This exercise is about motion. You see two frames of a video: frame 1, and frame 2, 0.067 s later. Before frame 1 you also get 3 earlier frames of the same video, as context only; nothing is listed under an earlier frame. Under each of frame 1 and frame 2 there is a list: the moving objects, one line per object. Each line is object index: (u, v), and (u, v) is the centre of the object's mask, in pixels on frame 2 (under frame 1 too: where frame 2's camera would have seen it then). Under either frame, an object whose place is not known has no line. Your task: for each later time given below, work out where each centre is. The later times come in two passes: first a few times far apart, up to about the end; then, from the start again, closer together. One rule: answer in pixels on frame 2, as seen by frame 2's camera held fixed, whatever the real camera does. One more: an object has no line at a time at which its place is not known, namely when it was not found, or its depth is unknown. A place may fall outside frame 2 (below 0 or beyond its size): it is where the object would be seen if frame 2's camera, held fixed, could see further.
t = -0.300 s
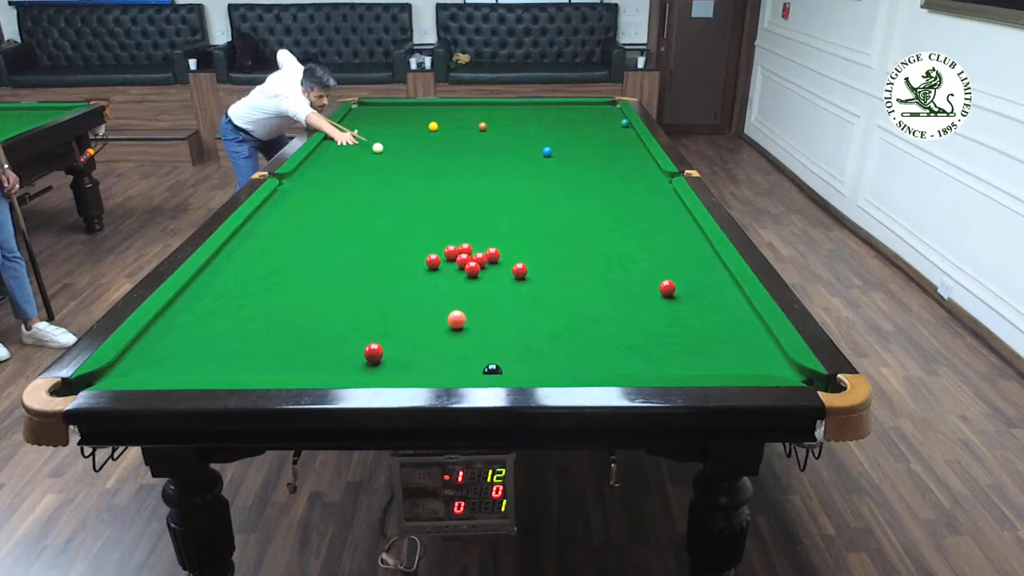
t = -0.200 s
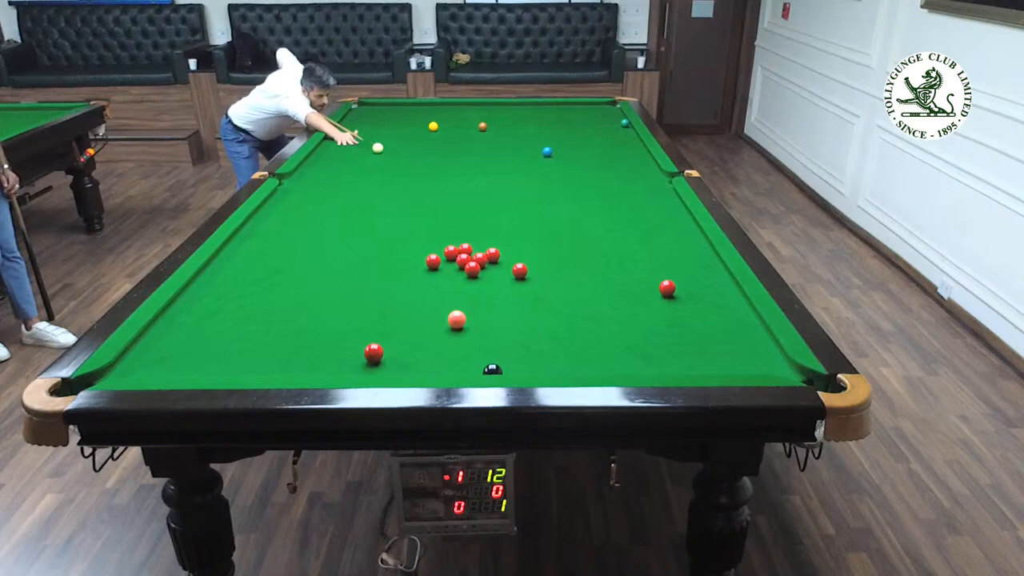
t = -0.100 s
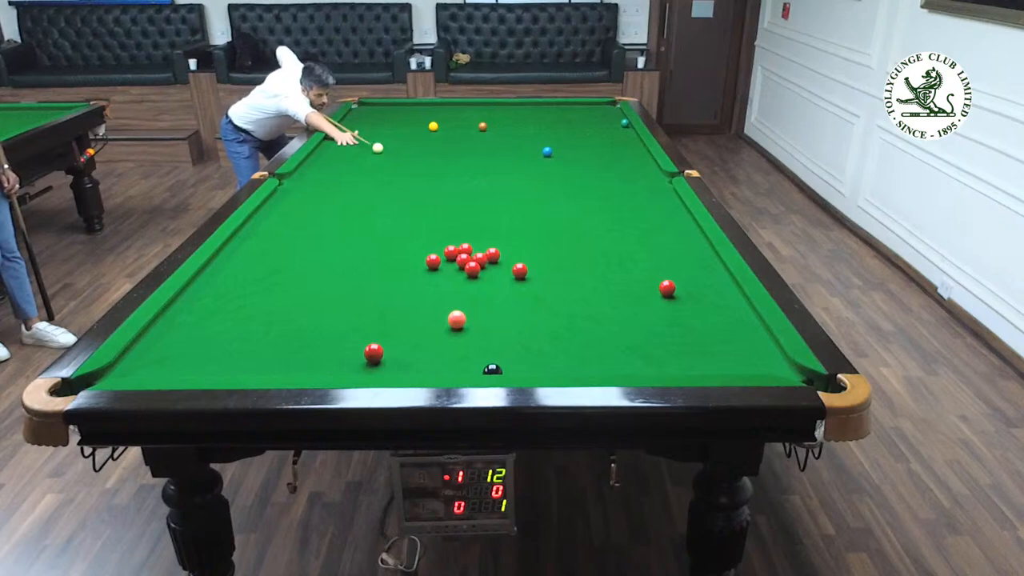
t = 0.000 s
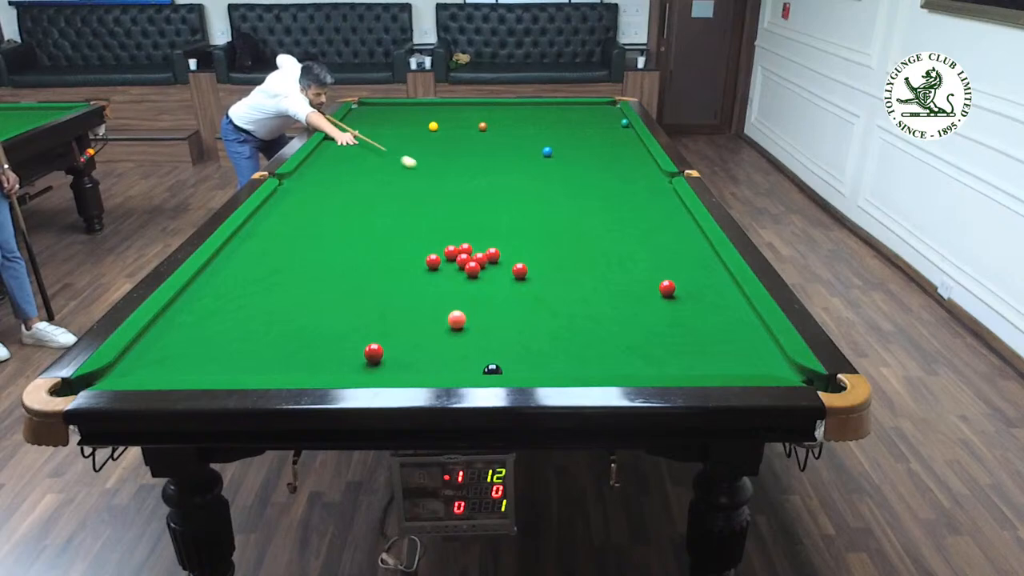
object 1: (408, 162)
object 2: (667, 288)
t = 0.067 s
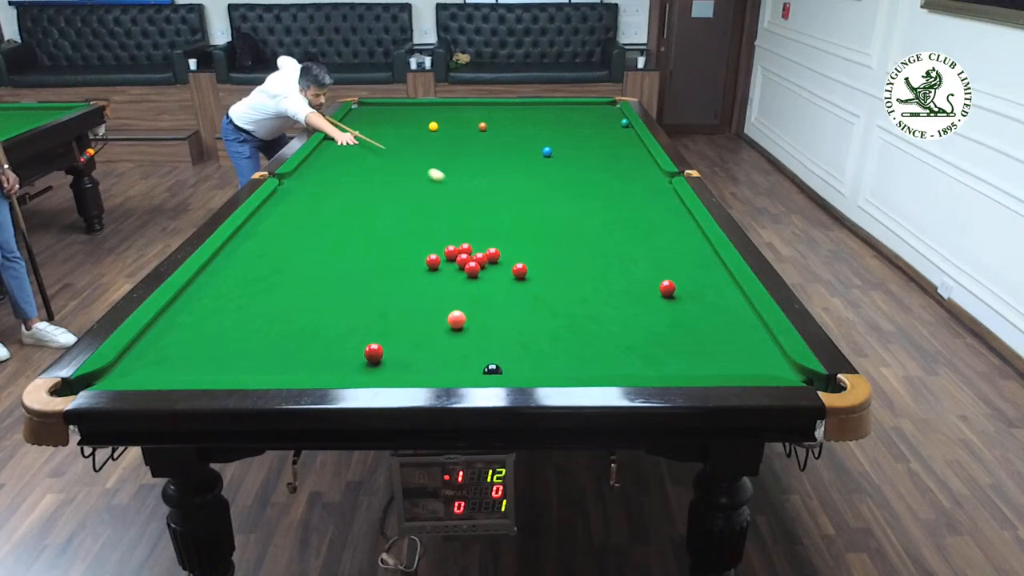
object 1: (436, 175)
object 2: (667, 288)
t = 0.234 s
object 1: (515, 212)
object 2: (667, 288)
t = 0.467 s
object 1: (656, 278)
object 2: (667, 288)
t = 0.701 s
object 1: (721, 284)
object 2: (797, 371)
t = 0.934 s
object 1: (699, 297)
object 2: (781, 371)
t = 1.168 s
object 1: (663, 312)
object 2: (768, 364)
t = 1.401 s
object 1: (624, 327)
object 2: (759, 356)
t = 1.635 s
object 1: (584, 342)
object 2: (750, 349)
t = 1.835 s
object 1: (549, 356)
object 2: (744, 344)
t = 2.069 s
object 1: (512, 367)
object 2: (738, 339)
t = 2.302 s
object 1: (506, 368)
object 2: (734, 335)
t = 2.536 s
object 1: (501, 366)
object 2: (730, 332)
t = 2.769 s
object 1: (497, 364)
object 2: (728, 330)
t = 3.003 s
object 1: (494, 363)
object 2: (726, 329)
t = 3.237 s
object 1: (492, 361)
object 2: (725, 328)
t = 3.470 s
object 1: (491, 361)
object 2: (725, 328)
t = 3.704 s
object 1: (491, 361)
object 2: (725, 328)
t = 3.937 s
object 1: (491, 360)
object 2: (725, 328)
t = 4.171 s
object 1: (491, 361)
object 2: (725, 328)
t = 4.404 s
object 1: (491, 361)
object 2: (725, 328)
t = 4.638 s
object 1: (491, 361)
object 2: (725, 328)
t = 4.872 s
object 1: (491, 361)
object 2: (725, 328)
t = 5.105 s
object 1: (491, 361)
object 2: (725, 328)
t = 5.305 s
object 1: (491, 361)
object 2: (725, 328)
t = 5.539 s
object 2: (725, 328)
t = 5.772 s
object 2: (725, 328)
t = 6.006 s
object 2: (725, 328)
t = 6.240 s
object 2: (725, 328)
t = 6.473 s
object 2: (725, 328)
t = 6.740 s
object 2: (725, 329)
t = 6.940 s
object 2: (725, 328)
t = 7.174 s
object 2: (725, 329)
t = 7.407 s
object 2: (725, 329)
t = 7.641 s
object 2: (725, 329)
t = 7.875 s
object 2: (725, 329)
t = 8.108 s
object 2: (725, 329)
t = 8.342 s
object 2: (725, 329)
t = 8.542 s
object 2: (725, 329)
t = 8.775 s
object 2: (725, 329)
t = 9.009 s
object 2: (725, 329)
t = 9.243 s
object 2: (725, 328)
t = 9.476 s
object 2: (725, 328)
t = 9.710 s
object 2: (725, 328)
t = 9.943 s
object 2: (725, 328)
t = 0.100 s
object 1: (450, 182)
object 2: (667, 288)
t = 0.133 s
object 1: (465, 189)
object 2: (667, 288)
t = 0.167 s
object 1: (481, 196)
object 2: (667, 288)
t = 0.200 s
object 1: (498, 204)
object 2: (667, 288)
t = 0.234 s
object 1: (515, 212)
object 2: (667, 288)
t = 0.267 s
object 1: (533, 221)
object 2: (667, 288)
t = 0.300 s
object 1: (552, 230)
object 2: (667, 288)
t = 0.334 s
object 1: (572, 239)
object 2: (667, 288)
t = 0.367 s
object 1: (592, 249)
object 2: (667, 288)
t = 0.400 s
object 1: (613, 259)
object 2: (667, 288)
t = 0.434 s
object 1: (635, 269)
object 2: (667, 288)
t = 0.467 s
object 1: (656, 278)
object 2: (667, 288)
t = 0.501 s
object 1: (667, 281)
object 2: (682, 299)
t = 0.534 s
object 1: (675, 281)
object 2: (699, 312)
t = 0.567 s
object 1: (684, 281)
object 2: (717, 326)
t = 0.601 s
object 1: (693, 281)
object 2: (736, 340)
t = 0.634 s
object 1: (702, 282)
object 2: (755, 355)
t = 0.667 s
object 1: (711, 283)
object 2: (776, 368)
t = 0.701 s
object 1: (721, 284)
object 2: (797, 371)
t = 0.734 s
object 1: (731, 286)
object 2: (796, 373)
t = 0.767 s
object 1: (726, 287)
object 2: (794, 372)
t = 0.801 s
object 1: (719, 289)
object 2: (795, 371)
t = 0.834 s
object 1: (714, 291)
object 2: (792, 371)
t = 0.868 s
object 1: (708, 294)
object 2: (788, 371)
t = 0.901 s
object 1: (703, 295)
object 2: (783, 371)
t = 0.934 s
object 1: (699, 297)
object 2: (781, 371)
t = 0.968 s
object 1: (693, 300)
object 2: (779, 369)
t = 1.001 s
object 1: (688, 301)
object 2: (777, 369)
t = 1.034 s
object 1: (683, 303)
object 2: (775, 368)
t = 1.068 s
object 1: (678, 306)
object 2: (773, 367)
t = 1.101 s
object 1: (673, 308)
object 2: (772, 366)
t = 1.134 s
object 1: (668, 310)
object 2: (770, 365)
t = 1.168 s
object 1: (663, 312)
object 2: (768, 364)
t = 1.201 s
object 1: (657, 314)
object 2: (767, 363)
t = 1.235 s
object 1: (652, 316)
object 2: (766, 362)
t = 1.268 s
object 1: (646, 318)
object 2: (764, 361)
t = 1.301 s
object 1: (641, 320)
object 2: (763, 359)
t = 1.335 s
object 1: (635, 322)
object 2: (761, 359)
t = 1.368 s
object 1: (630, 324)
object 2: (760, 357)
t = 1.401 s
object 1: (624, 327)
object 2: (759, 356)
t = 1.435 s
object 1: (618, 329)
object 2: (757, 355)
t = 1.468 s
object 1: (613, 331)
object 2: (756, 354)
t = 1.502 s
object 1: (607, 333)
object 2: (755, 353)
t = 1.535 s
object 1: (601, 335)
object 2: (754, 352)
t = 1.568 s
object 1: (596, 337)
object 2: (752, 351)
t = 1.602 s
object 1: (590, 340)
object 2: (751, 350)
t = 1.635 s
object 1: (584, 342)
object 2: (750, 349)
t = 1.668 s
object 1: (579, 344)
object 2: (749, 348)
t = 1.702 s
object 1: (573, 347)
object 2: (748, 347)
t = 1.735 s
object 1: (567, 349)
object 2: (747, 346)
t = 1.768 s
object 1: (561, 351)
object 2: (746, 345)
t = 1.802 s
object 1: (555, 353)
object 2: (745, 345)
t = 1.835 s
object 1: (549, 356)
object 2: (744, 344)
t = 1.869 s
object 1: (543, 358)
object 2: (743, 343)
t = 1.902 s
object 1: (537, 360)
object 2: (742, 342)
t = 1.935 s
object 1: (531, 362)
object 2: (742, 342)
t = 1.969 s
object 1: (525, 364)
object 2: (741, 341)
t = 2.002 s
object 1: (519, 365)
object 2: (740, 340)
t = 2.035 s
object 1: (512, 367)
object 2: (739, 339)
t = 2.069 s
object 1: (512, 367)
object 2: (738, 339)
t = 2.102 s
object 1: (511, 368)
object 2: (737, 338)
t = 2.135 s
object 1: (511, 369)
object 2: (737, 337)
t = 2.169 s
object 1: (509, 370)
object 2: (736, 337)
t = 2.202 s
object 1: (508, 369)
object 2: (735, 337)
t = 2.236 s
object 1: (507, 368)
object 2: (735, 336)
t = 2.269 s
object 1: (507, 368)
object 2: (734, 335)
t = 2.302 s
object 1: (506, 368)
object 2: (734, 335)
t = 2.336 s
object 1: (505, 367)
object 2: (733, 334)
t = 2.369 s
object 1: (504, 367)
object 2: (732, 334)
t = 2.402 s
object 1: (504, 367)
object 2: (732, 334)
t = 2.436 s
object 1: (503, 366)
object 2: (731, 333)
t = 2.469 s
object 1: (502, 366)
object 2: (731, 333)
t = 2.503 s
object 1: (502, 366)
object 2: (731, 332)
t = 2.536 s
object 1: (501, 366)
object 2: (730, 332)
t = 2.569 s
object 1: (501, 365)
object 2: (730, 331)
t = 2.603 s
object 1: (500, 365)
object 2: (730, 331)
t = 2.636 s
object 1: (499, 365)
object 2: (729, 331)
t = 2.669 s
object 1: (499, 365)
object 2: (729, 331)
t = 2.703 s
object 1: (498, 364)
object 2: (728, 330)
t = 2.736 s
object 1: (498, 364)
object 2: (728, 330)
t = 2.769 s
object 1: (497, 364)
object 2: (728, 330)
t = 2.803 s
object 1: (497, 364)
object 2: (728, 330)
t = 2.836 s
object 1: (496, 364)
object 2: (727, 329)
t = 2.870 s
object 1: (496, 363)
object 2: (727, 329)
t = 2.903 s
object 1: (495, 363)
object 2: (727, 329)
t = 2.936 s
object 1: (495, 363)
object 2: (726, 329)
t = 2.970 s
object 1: (495, 363)
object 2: (726, 329)
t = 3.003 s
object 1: (494, 363)
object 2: (726, 329)
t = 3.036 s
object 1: (494, 362)
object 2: (726, 329)
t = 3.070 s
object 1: (494, 362)
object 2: (726, 328)
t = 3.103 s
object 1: (493, 362)
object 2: (726, 328)
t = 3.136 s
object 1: (493, 362)
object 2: (725, 329)
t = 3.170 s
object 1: (493, 362)
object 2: (725, 328)
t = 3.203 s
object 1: (493, 362)
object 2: (725, 328)
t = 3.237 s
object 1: (492, 361)
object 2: (725, 328)
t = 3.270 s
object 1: (492, 361)
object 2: (725, 328)
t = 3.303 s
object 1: (492, 361)
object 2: (725, 328)
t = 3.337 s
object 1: (492, 361)
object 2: (725, 328)
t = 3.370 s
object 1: (491, 361)
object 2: (725, 328)
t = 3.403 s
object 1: (491, 361)
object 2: (725, 328)
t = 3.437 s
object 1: (491, 361)
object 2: (725, 328)
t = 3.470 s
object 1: (491, 361)
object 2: (725, 328)
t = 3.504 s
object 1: (491, 361)
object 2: (725, 328)
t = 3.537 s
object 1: (491, 361)
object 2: (725, 328)
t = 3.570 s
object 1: (491, 361)
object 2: (725, 328)
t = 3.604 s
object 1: (491, 361)
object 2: (725, 328)
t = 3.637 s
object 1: (491, 361)
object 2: (725, 328)
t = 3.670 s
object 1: (491, 361)
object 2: (725, 328)
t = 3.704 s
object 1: (491, 361)
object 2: (725, 328)
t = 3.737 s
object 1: (491, 361)
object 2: (725, 328)
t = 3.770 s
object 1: (491, 361)
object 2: (725, 328)
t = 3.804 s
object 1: (491, 360)
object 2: (725, 328)
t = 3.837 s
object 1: (491, 361)
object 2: (725, 328)
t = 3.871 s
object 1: (491, 361)
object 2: (725, 328)
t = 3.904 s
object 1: (491, 361)
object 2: (725, 328)
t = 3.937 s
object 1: (491, 360)
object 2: (725, 328)
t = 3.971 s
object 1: (491, 361)
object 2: (725, 328)
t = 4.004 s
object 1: (491, 361)
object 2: (725, 328)
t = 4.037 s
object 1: (491, 361)
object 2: (725, 328)
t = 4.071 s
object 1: (491, 361)
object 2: (725, 328)
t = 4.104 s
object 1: (491, 361)
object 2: (725, 328)
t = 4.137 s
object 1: (491, 360)
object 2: (725, 328)
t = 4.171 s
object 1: (491, 361)
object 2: (725, 328)
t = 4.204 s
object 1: (491, 361)
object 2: (725, 328)
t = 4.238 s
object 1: (491, 361)
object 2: (725, 328)
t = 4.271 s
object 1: (491, 361)
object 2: (725, 328)
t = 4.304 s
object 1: (491, 361)
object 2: (725, 328)
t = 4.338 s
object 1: (491, 361)
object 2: (725, 328)
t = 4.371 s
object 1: (491, 361)
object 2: (725, 328)
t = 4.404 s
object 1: (491, 361)
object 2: (725, 328)
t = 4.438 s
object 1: (491, 361)
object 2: (725, 328)
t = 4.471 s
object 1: (491, 361)
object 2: (725, 328)
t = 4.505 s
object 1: (491, 361)
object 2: (725, 328)
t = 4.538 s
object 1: (491, 361)
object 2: (725, 328)
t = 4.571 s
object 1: (491, 361)
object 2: (725, 328)
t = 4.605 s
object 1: (491, 361)
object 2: (725, 328)
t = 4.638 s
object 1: (491, 361)
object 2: (725, 328)
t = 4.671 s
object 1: (491, 361)
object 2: (725, 328)
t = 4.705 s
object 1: (491, 361)
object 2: (725, 328)
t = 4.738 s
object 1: (491, 361)
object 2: (725, 328)
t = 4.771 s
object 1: (491, 361)
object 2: (725, 328)
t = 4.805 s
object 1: (491, 361)
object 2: (725, 328)
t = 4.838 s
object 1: (491, 361)
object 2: (725, 328)
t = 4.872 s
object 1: (491, 361)
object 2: (725, 328)
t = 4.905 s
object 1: (491, 361)
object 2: (725, 328)
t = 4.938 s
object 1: (491, 361)
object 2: (725, 328)
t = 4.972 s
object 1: (491, 361)
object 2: (725, 328)
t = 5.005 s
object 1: (491, 361)
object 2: (725, 328)
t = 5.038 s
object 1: (491, 361)
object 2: (725, 328)
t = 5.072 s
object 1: (491, 361)
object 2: (725, 328)
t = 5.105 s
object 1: (491, 361)
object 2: (725, 328)
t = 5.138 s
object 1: (491, 361)
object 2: (725, 328)
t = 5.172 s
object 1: (491, 361)
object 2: (725, 328)
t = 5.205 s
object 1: (491, 361)
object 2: (725, 328)
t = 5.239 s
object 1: (491, 361)
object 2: (725, 328)
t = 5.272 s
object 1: (491, 361)
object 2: (725, 328)
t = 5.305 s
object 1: (491, 361)
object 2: (725, 328)
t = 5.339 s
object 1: (491, 361)
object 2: (725, 328)
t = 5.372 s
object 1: (491, 361)
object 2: (725, 328)
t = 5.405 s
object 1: (491, 361)
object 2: (725, 328)
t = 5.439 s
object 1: (491, 361)
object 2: (725, 328)
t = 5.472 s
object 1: (491, 361)
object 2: (725, 328)
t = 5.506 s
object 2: (725, 328)
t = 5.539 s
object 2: (725, 328)
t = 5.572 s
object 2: (725, 328)
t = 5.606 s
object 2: (725, 328)
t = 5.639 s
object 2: (725, 328)
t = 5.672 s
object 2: (725, 328)
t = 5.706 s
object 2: (725, 328)
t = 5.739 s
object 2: (725, 328)
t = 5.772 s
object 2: (725, 328)
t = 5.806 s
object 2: (725, 328)
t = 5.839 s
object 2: (725, 328)
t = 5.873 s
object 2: (725, 328)
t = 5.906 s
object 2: (725, 328)
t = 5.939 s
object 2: (725, 328)
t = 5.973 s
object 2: (725, 328)
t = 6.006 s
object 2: (725, 328)
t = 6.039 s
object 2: (725, 328)
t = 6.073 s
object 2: (725, 328)
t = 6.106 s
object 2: (725, 328)
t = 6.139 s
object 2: (725, 328)
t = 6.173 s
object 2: (725, 328)
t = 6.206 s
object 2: (725, 328)
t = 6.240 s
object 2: (725, 328)
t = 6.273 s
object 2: (725, 328)
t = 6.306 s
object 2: (725, 328)
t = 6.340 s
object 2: (725, 328)
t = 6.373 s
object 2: (725, 328)
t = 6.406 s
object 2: (725, 328)
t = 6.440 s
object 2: (725, 328)
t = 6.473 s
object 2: (725, 328)
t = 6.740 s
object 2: (725, 329)
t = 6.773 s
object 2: (725, 329)
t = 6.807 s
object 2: (725, 329)
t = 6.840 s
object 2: (725, 329)
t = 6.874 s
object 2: (725, 329)
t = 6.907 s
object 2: (725, 329)
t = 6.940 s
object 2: (725, 328)
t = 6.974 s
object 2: (725, 328)
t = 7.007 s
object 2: (725, 328)
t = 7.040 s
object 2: (725, 328)
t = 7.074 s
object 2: (725, 328)
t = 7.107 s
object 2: (725, 328)
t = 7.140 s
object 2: (725, 329)
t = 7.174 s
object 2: (725, 329)
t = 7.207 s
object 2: (725, 329)
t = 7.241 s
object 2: (725, 329)
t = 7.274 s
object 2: (725, 329)
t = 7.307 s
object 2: (725, 329)
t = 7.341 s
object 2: (725, 329)
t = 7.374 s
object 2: (725, 329)
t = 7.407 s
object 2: (725, 329)
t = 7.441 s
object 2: (725, 329)
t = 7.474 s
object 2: (725, 329)
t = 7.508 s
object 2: (725, 329)
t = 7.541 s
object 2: (725, 329)
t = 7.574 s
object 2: (725, 329)
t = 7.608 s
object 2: (725, 329)
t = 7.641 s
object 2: (725, 329)
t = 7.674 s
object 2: (725, 329)
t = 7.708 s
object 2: (725, 329)
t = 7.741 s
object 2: (725, 329)
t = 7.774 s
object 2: (725, 329)
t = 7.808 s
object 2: (725, 329)
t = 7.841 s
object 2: (725, 329)
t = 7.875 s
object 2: (725, 329)
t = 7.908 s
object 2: (725, 329)
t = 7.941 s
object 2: (725, 329)
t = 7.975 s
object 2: (725, 329)
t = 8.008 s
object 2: (725, 329)
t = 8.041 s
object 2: (725, 329)
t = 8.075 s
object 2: (725, 329)
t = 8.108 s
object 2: (725, 329)
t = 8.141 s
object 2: (725, 329)
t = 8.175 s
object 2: (725, 329)
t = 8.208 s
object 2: (725, 329)
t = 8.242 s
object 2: (725, 329)
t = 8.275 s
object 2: (725, 329)
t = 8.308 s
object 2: (725, 329)
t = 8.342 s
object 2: (725, 329)
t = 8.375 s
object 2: (725, 329)
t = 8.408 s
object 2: (725, 329)
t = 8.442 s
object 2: (725, 329)
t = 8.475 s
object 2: (725, 329)
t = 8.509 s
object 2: (725, 329)
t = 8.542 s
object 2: (725, 329)
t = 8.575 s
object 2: (725, 329)
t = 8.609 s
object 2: (725, 329)
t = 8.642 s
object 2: (725, 329)
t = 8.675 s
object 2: (725, 329)
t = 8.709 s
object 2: (725, 329)
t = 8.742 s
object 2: (725, 329)
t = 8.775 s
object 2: (725, 329)
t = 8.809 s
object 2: (725, 329)
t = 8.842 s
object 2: (725, 329)
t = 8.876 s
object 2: (725, 329)
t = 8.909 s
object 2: (725, 329)
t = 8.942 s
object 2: (725, 329)
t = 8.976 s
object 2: (725, 329)
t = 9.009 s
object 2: (725, 329)
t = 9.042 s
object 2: (725, 329)
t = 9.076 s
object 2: (725, 329)
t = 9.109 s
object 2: (725, 329)
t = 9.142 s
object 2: (725, 329)
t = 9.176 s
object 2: (725, 328)
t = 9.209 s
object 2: (725, 328)
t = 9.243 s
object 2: (725, 328)
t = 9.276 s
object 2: (725, 328)
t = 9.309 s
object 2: (725, 328)
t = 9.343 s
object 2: (725, 328)
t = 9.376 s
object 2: (725, 328)
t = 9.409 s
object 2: (725, 328)
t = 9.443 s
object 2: (725, 328)
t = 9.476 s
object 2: (725, 328)
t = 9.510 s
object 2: (725, 328)
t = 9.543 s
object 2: (725, 328)
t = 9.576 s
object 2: (725, 328)
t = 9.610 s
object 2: (725, 328)
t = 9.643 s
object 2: (725, 328)
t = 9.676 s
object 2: (725, 328)
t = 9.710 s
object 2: (725, 328)
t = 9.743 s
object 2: (725, 328)
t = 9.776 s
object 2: (725, 328)
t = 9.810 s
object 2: (725, 328)
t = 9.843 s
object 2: (725, 328)
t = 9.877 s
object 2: (725, 328)
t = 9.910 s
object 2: (725, 328)
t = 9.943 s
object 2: (725, 328)
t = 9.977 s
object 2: (725, 328)
